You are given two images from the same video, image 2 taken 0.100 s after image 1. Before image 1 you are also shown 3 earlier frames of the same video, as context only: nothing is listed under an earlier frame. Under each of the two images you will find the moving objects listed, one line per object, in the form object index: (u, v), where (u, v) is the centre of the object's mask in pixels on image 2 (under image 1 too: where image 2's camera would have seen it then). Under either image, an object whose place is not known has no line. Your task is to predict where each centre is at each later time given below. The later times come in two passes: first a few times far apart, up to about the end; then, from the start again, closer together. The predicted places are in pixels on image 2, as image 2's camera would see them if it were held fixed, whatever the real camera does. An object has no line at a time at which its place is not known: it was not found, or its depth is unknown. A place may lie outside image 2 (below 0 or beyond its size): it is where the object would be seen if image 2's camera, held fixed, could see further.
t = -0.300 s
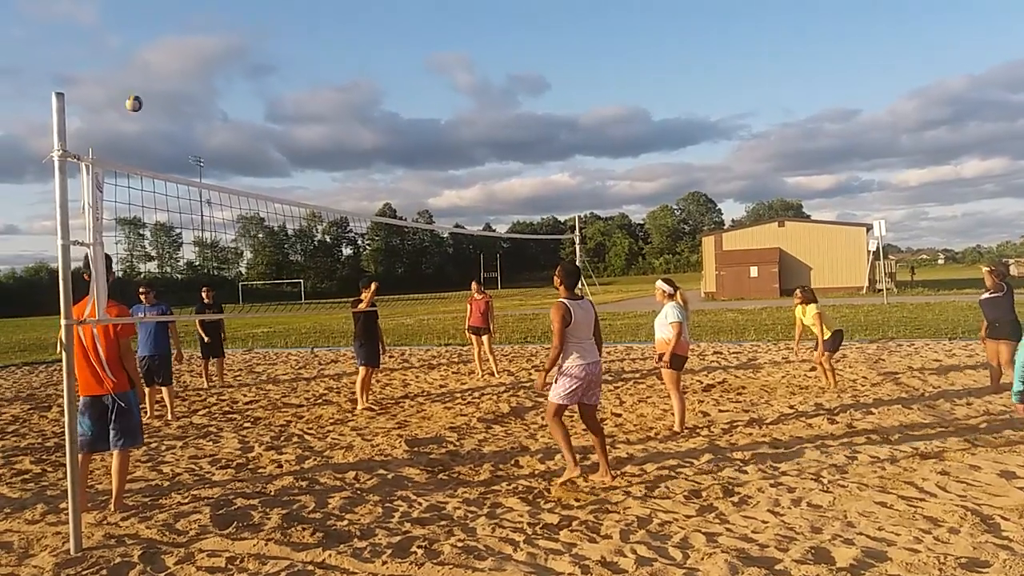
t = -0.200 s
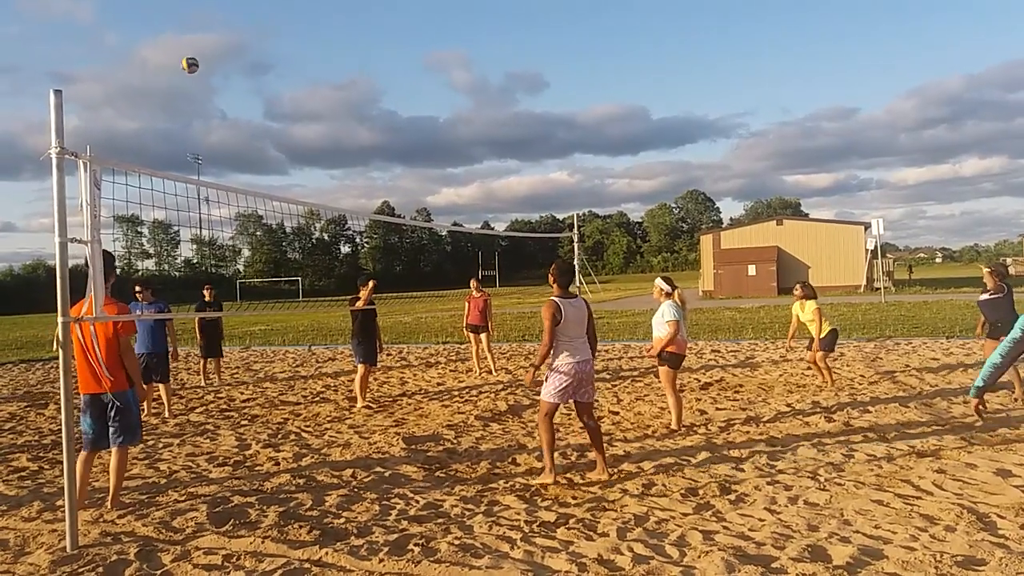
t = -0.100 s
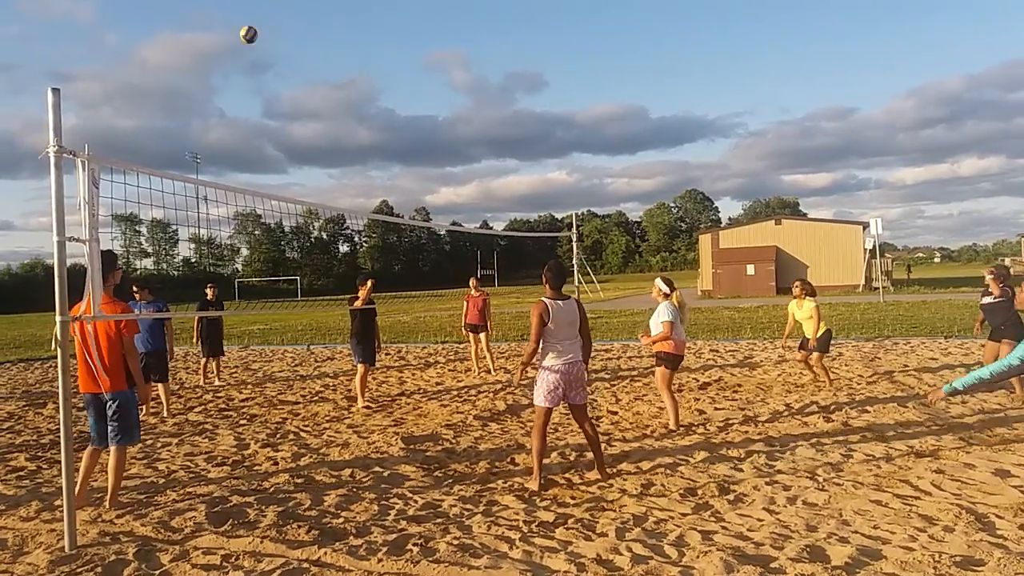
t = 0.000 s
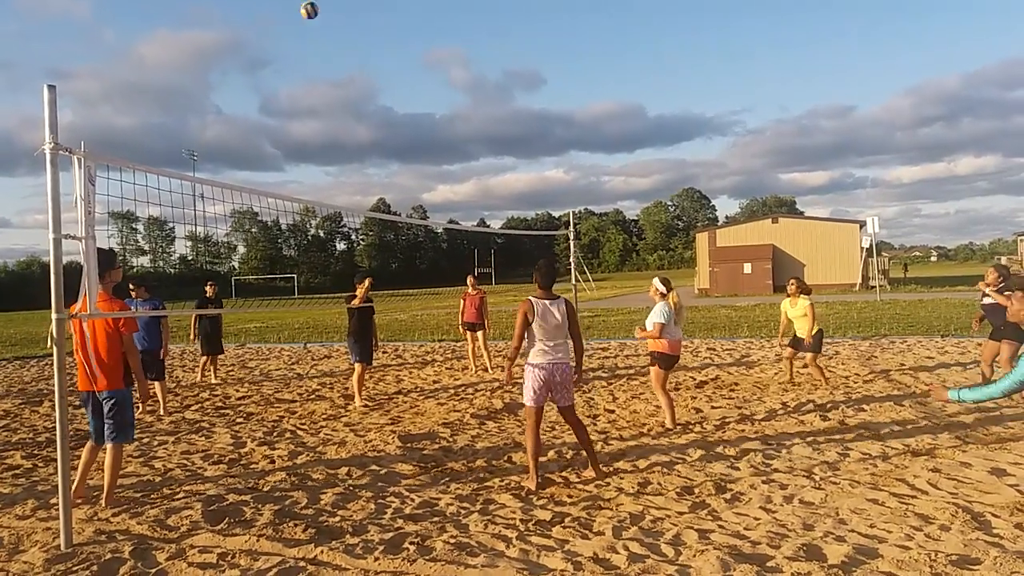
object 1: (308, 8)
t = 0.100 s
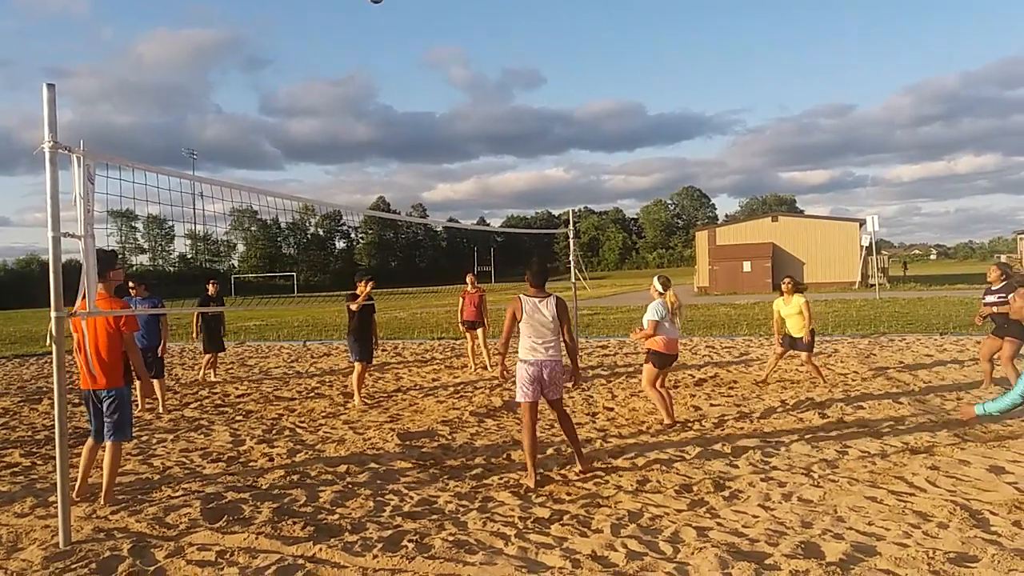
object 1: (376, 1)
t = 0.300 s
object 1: (515, 0)
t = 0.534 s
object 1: (697, 33)
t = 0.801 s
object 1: (924, 148)
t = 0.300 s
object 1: (515, 0)
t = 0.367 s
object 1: (566, 2)
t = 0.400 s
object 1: (591, 3)
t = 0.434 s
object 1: (617, 8)
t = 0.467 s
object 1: (643, 16)
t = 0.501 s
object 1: (671, 24)
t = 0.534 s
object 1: (697, 33)
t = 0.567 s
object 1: (725, 43)
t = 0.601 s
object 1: (752, 53)
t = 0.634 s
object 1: (780, 67)
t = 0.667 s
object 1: (809, 80)
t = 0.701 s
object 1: (837, 95)
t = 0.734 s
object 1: (866, 112)
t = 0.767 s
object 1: (895, 129)
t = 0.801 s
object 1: (924, 148)
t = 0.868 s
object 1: (984, 189)
